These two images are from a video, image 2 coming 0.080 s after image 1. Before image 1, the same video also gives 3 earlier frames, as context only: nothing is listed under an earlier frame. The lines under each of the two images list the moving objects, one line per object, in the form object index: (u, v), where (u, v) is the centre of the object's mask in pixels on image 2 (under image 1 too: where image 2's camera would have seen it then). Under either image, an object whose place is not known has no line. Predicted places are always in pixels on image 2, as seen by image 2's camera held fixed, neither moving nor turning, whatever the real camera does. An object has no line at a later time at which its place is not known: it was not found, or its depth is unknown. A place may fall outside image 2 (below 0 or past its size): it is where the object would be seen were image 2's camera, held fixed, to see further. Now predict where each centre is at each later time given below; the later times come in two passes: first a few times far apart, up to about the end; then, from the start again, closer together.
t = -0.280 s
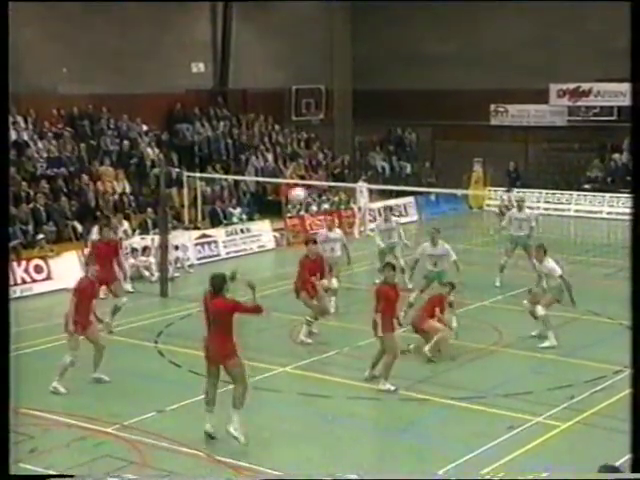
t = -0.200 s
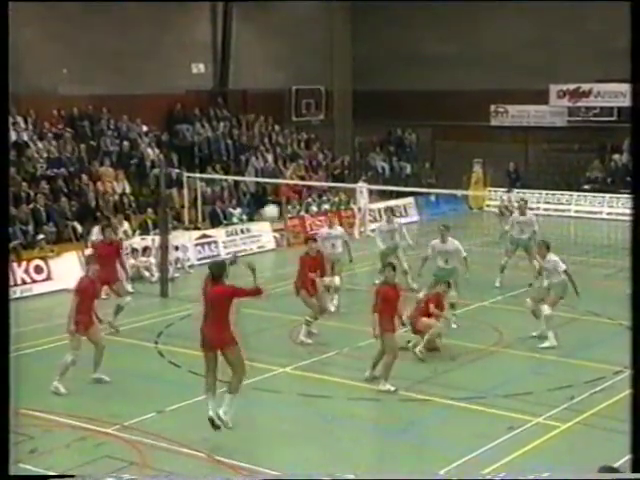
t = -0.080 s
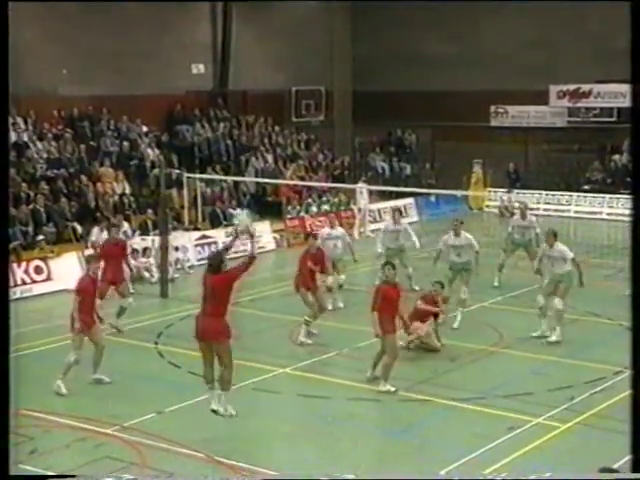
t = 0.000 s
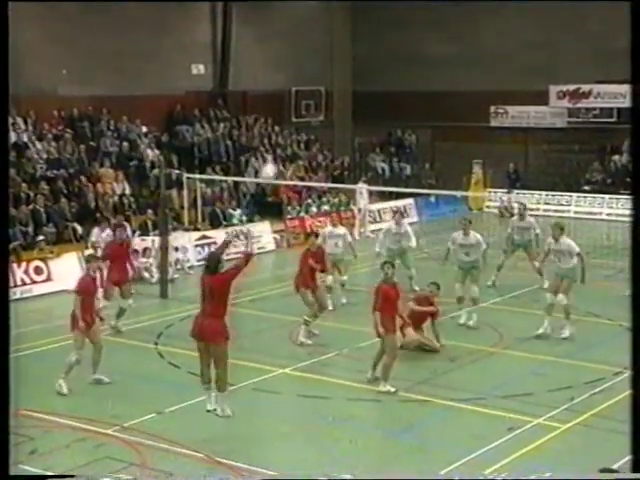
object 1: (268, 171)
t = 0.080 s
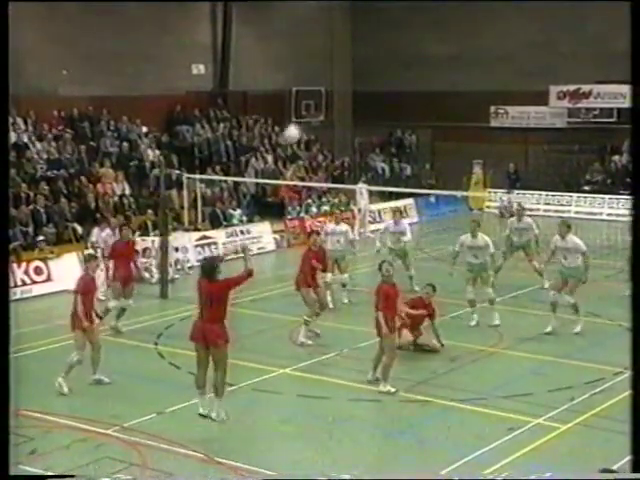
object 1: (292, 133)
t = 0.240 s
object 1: (332, 79)
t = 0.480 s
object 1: (380, 43)
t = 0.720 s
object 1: (416, 49)
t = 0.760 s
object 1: (422, 53)
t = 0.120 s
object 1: (302, 117)
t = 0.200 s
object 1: (323, 89)
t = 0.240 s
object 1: (332, 79)
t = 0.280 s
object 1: (341, 69)
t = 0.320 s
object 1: (350, 61)
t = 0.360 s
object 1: (358, 55)
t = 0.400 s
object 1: (365, 49)
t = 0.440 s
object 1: (373, 45)
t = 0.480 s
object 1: (380, 43)
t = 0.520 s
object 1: (386, 41)
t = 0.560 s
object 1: (393, 41)
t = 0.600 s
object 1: (399, 41)
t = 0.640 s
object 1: (405, 43)
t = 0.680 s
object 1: (411, 46)
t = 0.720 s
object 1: (416, 49)
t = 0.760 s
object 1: (422, 53)
